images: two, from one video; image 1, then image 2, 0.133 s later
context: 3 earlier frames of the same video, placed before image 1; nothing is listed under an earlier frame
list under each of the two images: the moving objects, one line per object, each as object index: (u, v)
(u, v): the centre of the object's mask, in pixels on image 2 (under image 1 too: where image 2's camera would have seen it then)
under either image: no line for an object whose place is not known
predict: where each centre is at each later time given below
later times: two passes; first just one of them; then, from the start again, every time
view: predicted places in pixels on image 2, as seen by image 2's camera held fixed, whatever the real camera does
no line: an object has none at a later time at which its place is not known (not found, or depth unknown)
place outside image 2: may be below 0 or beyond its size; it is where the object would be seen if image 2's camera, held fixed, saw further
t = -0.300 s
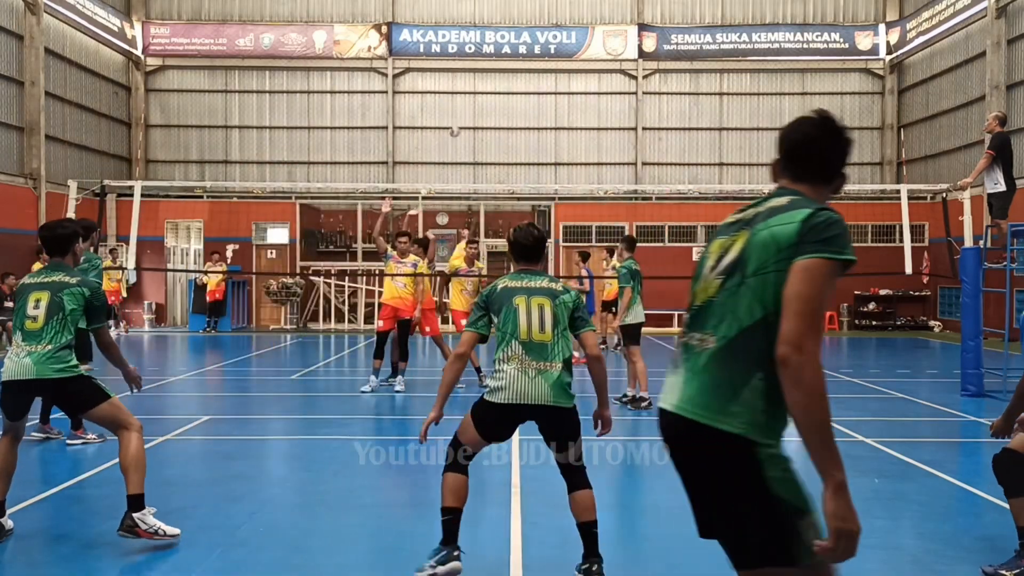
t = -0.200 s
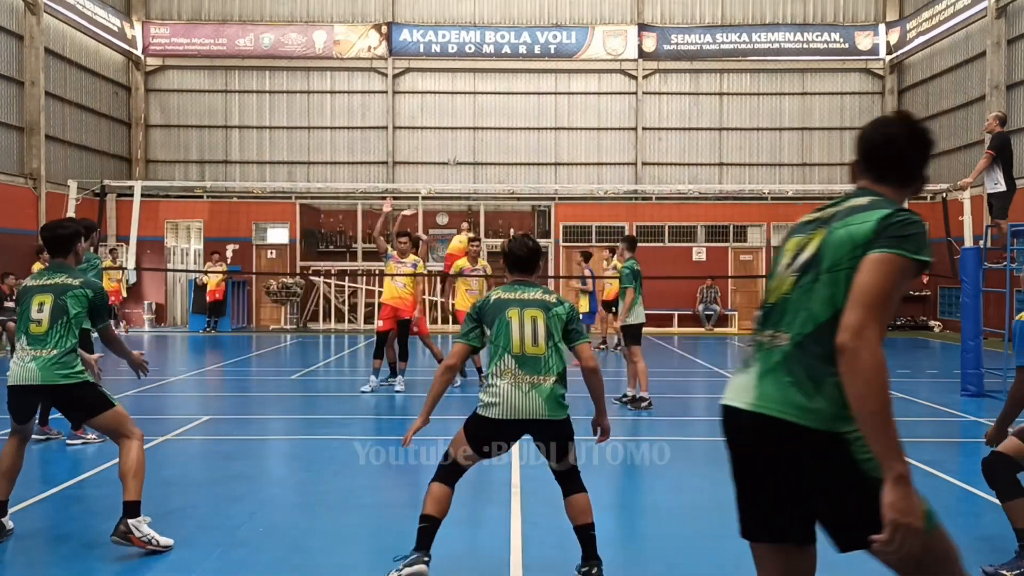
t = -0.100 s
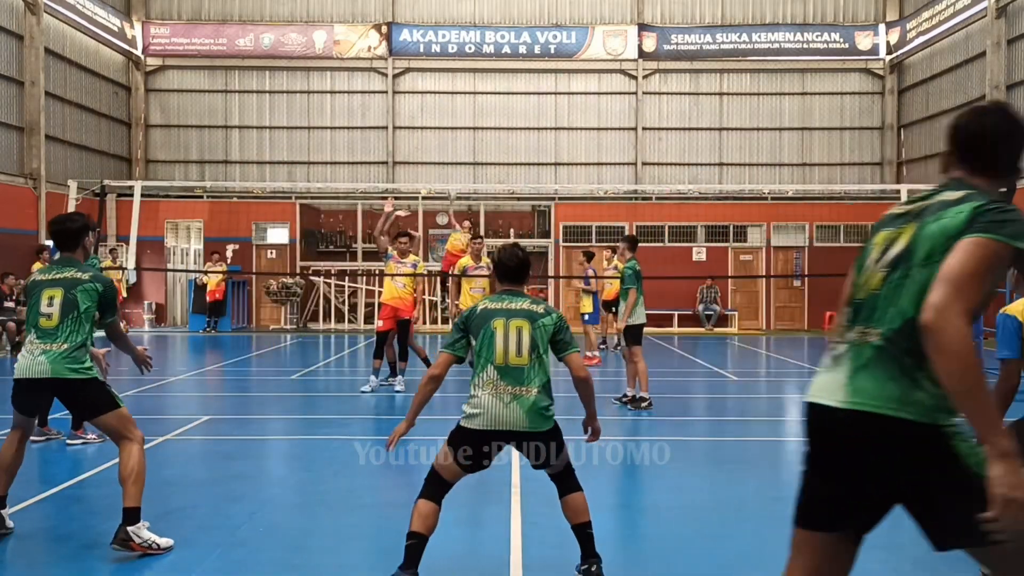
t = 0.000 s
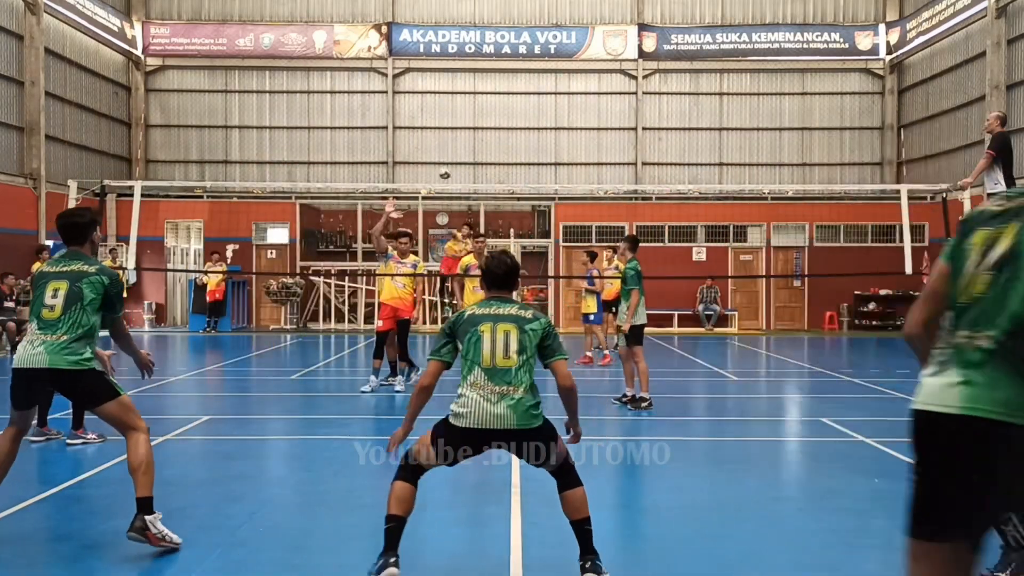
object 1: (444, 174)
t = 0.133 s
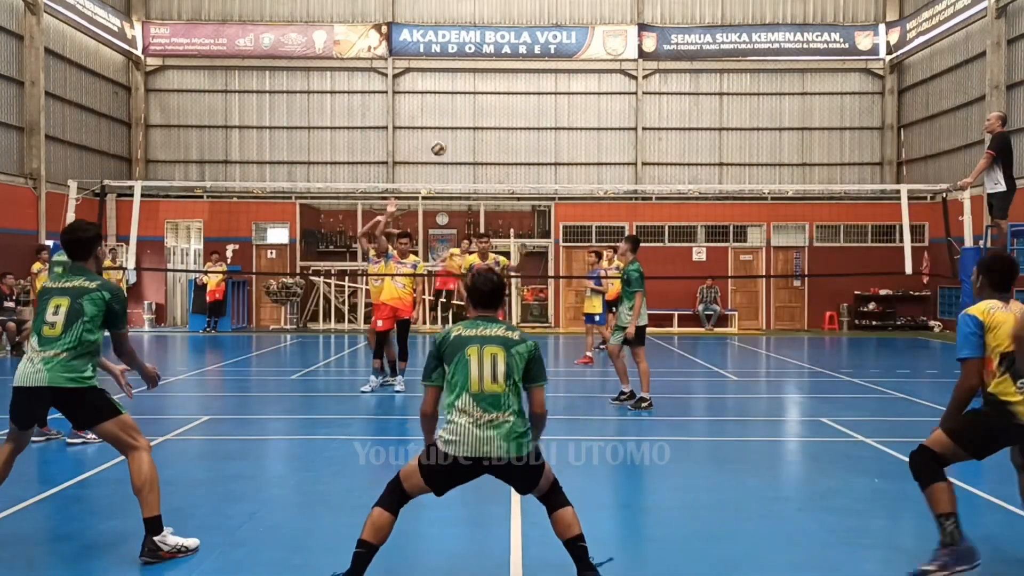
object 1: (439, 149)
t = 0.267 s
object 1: (437, 144)
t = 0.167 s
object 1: (438, 145)
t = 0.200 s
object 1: (437, 143)
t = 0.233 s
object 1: (437, 142)
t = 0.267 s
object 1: (437, 144)
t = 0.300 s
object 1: (438, 148)
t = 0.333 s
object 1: (440, 155)
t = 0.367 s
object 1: (442, 165)
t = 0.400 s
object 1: (445, 182)
